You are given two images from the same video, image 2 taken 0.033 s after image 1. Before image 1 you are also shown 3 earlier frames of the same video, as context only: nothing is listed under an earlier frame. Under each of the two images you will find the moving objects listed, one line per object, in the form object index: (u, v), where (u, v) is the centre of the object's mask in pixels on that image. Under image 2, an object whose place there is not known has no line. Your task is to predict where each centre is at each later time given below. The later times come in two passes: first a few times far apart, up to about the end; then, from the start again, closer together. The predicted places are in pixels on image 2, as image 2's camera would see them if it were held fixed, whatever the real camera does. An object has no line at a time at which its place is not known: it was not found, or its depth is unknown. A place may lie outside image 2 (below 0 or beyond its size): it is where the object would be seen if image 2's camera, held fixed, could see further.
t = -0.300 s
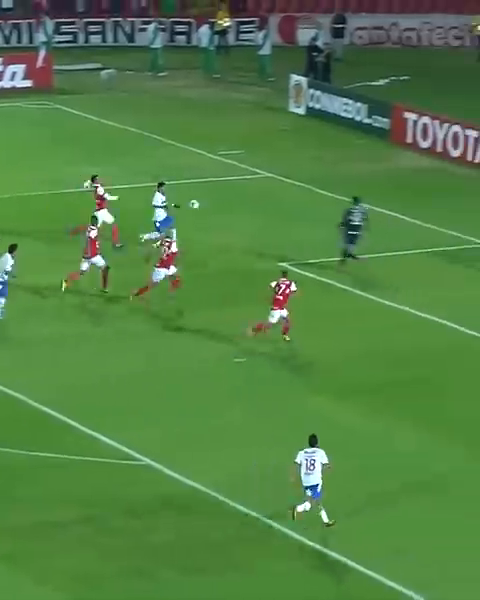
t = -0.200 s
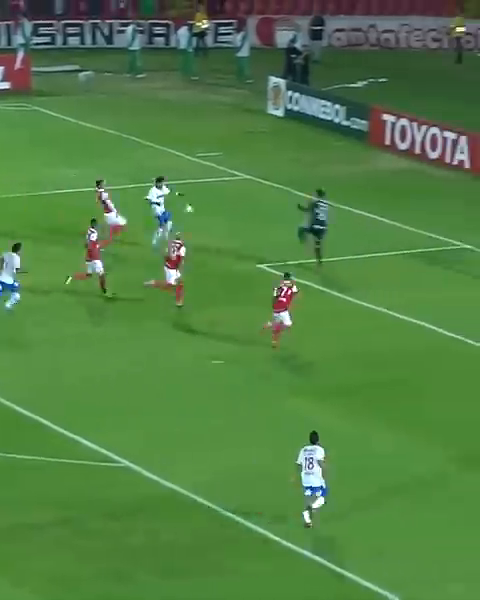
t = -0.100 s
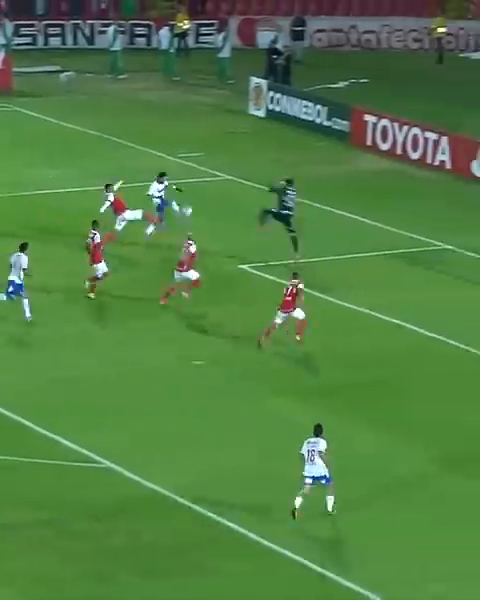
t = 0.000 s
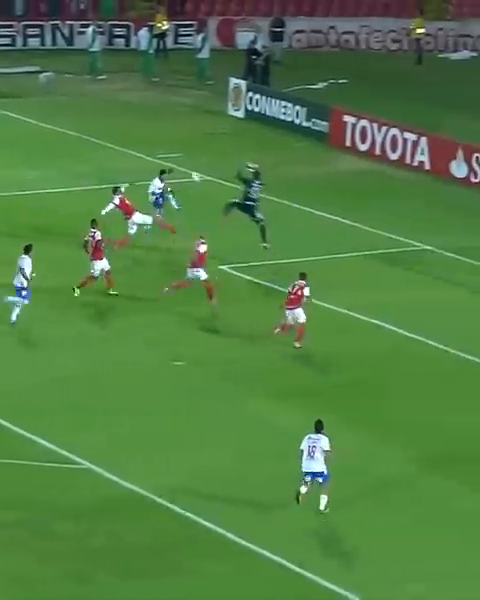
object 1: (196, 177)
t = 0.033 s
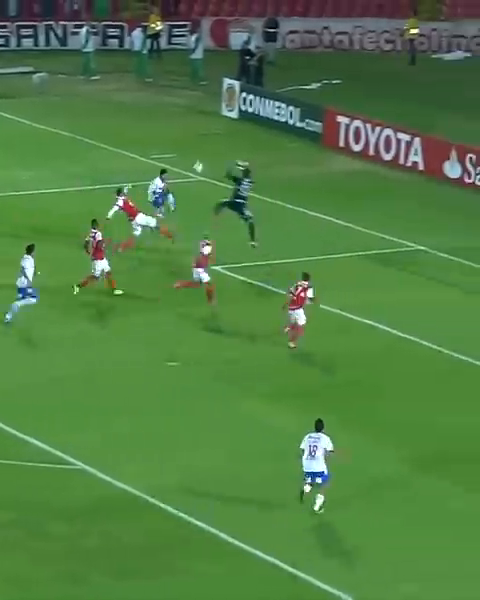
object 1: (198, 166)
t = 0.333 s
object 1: (283, 92)
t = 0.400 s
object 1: (302, 81)
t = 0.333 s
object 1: (283, 92)
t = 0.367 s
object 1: (293, 86)
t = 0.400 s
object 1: (302, 81)
